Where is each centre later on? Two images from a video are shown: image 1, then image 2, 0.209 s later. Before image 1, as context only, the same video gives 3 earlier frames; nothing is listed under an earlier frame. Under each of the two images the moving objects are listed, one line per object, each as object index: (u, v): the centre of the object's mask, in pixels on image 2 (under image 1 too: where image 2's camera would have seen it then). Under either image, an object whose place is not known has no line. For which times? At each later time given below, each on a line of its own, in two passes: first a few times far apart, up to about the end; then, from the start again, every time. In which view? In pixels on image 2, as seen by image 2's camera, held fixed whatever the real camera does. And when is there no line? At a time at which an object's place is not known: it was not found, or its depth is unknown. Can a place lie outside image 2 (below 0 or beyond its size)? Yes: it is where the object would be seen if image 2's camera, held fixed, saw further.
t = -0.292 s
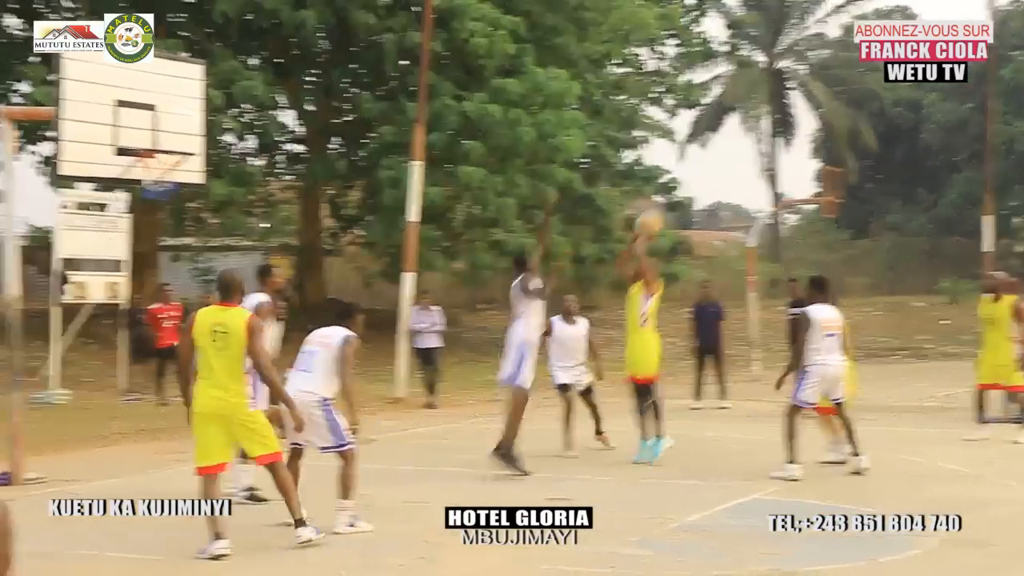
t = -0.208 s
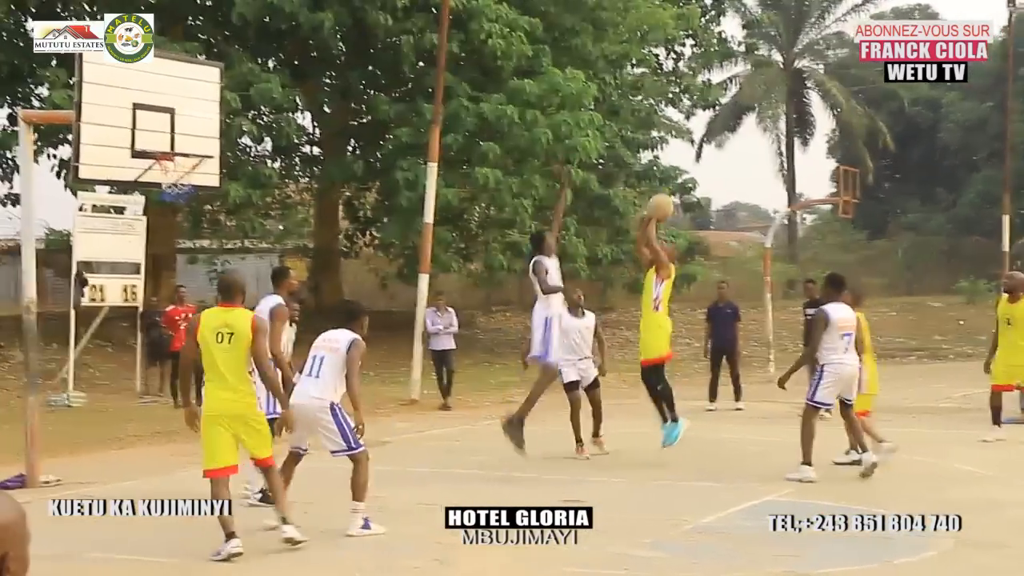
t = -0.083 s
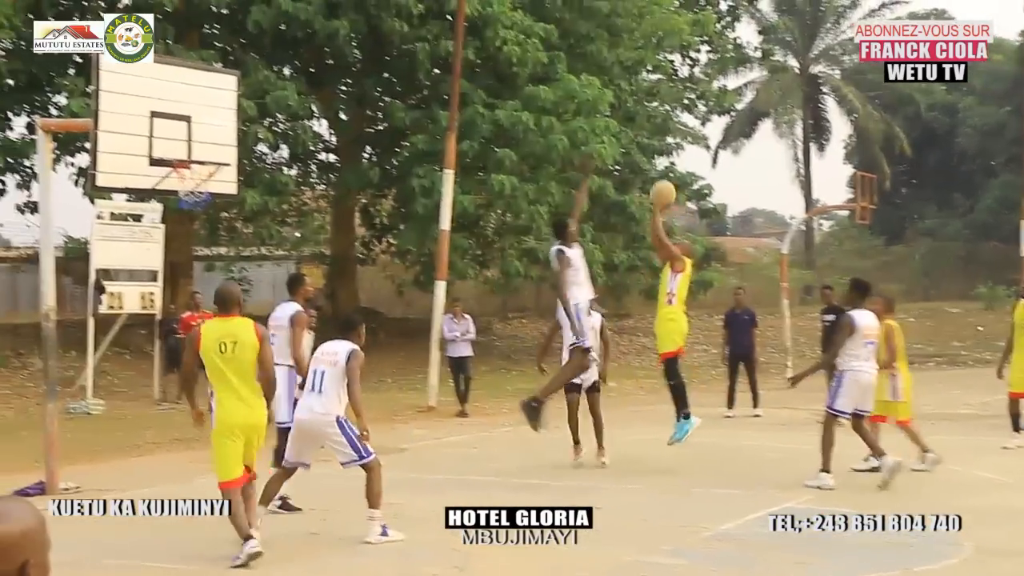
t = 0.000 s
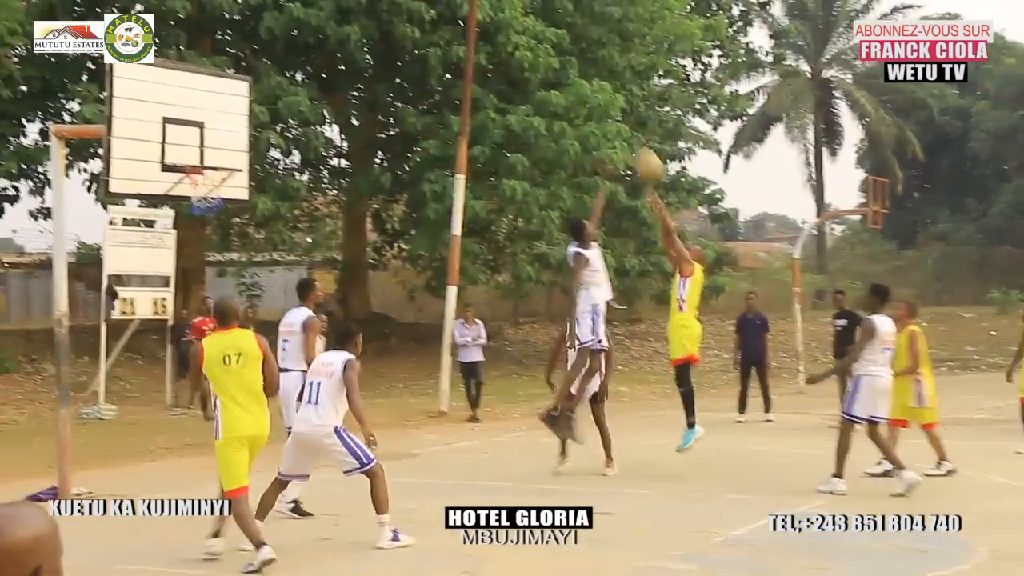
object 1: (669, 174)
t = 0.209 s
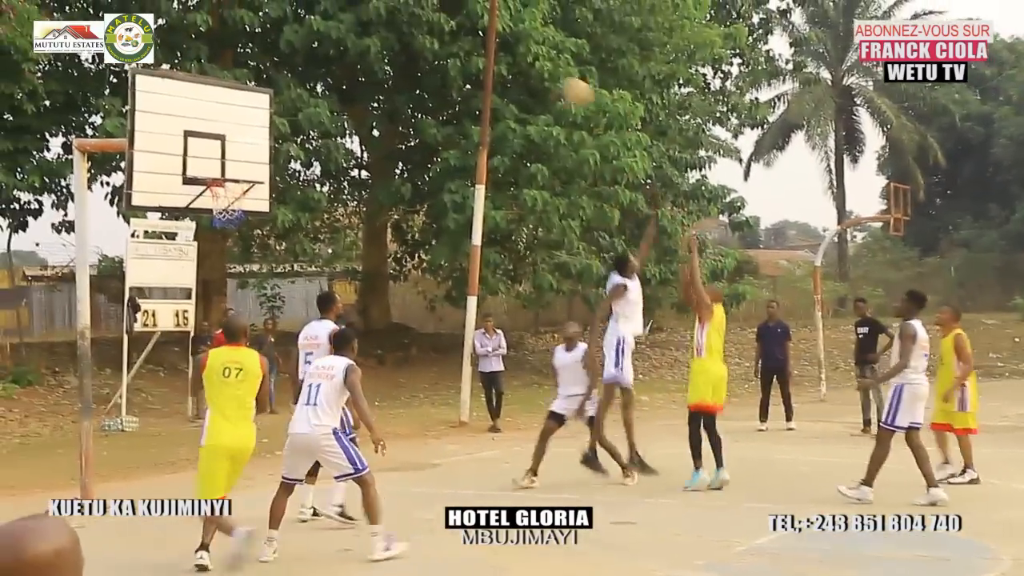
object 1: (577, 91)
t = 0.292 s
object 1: (539, 71)
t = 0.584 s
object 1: (409, 52)
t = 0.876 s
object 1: (275, 123)
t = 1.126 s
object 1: (224, 121)
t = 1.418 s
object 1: (249, 100)
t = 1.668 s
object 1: (285, 155)
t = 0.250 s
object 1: (558, 82)
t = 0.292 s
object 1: (539, 71)
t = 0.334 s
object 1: (521, 64)
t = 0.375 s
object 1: (503, 58)
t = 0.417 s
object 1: (484, 52)
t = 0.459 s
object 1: (466, 50)
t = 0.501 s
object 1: (447, 49)
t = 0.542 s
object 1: (428, 49)
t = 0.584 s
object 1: (409, 52)
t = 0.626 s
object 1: (389, 56)
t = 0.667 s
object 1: (370, 62)
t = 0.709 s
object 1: (351, 71)
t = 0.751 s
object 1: (333, 80)
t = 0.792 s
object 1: (312, 92)
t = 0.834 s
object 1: (293, 106)
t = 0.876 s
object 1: (275, 123)
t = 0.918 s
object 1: (251, 143)
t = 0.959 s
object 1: (232, 164)
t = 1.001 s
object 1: (225, 156)
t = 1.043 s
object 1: (225, 143)
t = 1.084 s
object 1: (224, 131)
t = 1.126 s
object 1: (224, 121)
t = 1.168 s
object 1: (223, 112)
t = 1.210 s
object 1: (222, 108)
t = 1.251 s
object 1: (227, 101)
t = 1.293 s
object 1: (232, 98)
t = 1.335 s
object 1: (238, 97)
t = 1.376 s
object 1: (244, 97)
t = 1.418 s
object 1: (249, 100)
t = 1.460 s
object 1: (254, 104)
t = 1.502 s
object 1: (262, 111)
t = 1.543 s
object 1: (268, 119)
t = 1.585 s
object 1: (274, 130)
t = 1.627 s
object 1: (280, 141)
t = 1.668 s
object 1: (285, 155)
